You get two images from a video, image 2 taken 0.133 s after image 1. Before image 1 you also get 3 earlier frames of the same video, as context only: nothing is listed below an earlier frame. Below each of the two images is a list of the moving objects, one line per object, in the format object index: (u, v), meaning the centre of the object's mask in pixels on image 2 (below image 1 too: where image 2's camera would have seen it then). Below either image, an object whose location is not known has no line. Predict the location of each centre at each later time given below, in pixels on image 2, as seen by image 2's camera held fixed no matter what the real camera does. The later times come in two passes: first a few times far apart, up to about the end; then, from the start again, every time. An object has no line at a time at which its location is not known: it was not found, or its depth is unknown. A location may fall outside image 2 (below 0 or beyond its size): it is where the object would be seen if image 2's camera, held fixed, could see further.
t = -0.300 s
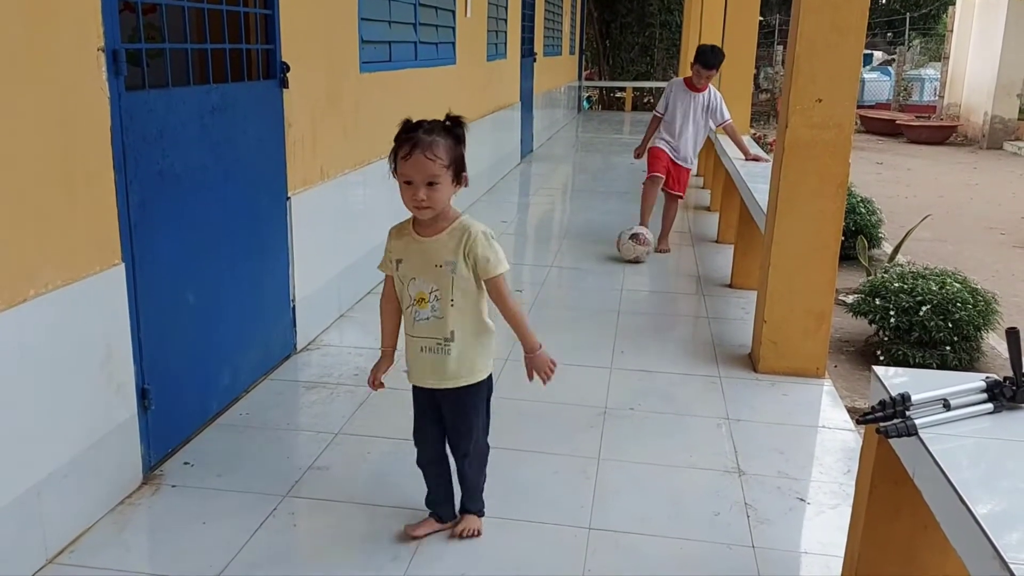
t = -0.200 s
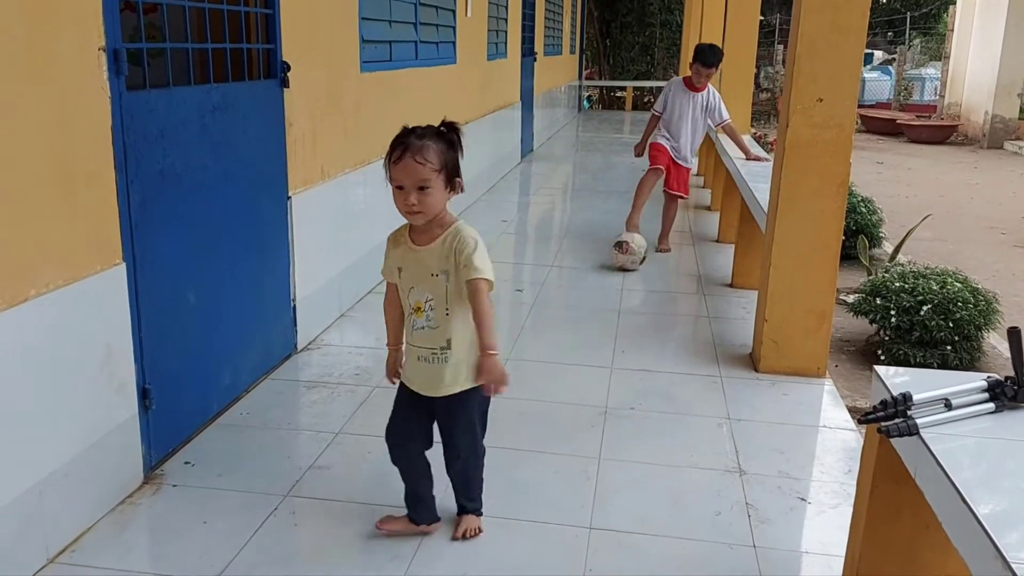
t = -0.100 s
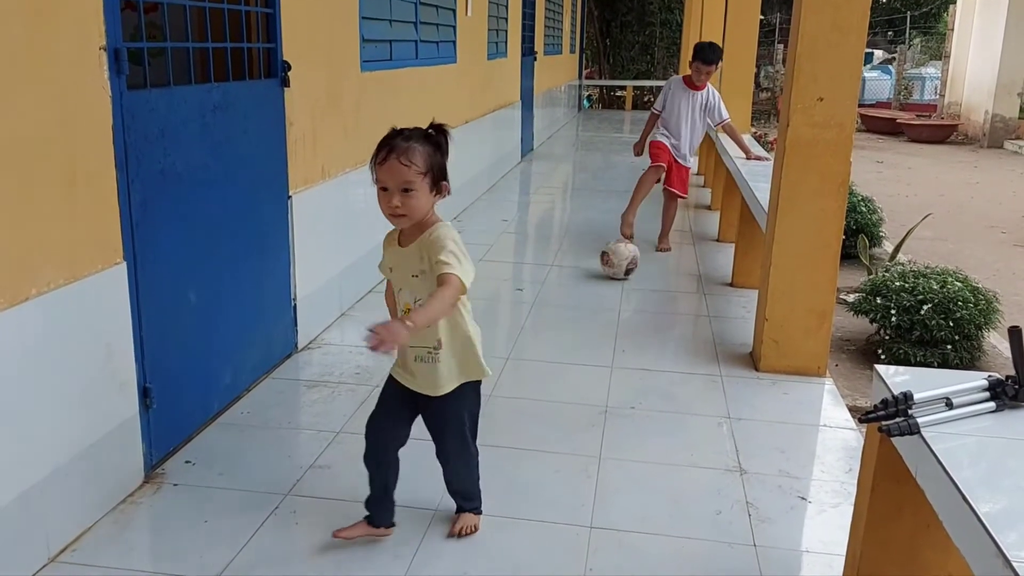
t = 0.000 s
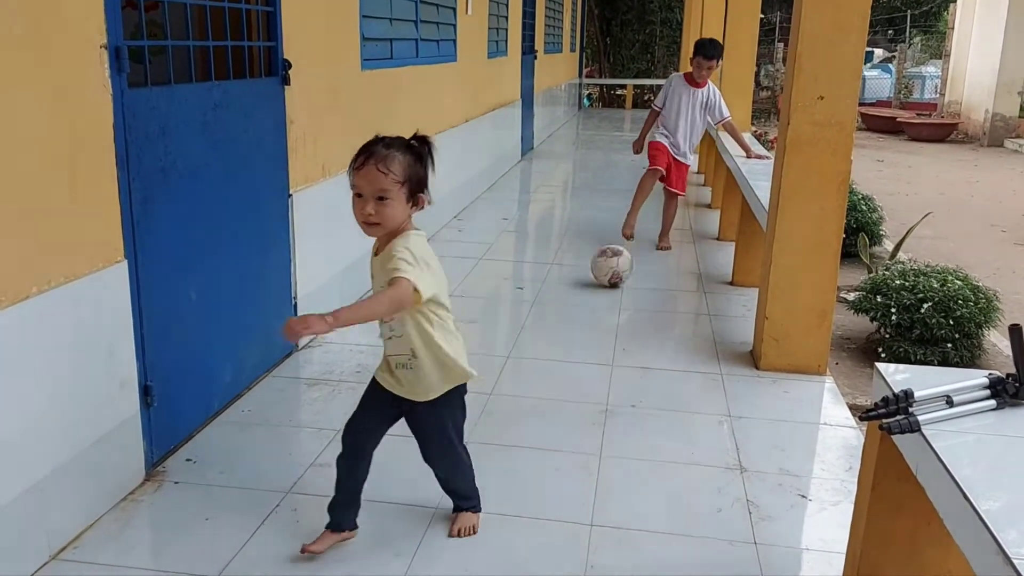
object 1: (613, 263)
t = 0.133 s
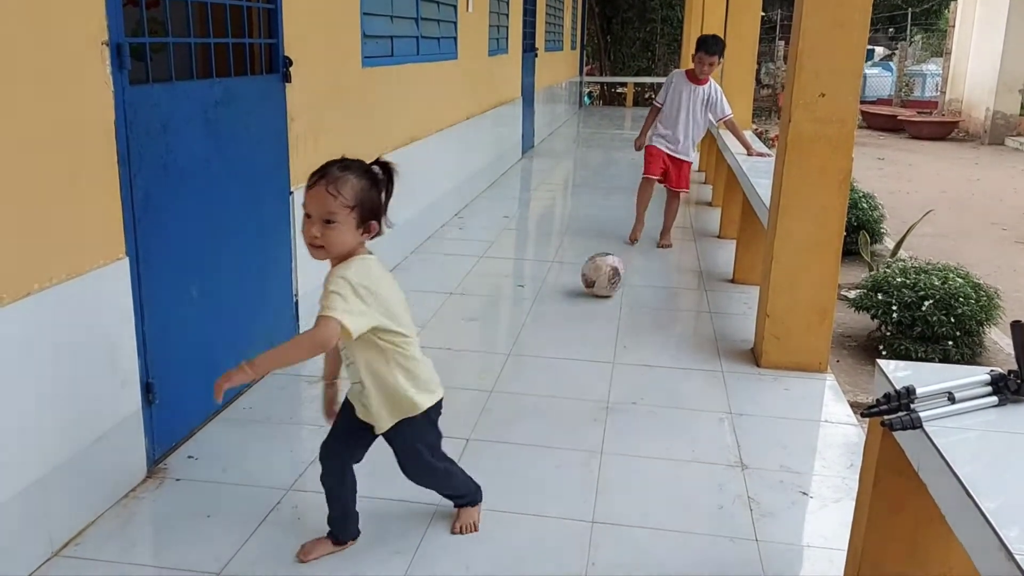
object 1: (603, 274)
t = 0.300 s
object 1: (592, 287)
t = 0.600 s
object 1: (574, 311)
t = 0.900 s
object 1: (558, 337)
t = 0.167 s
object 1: (601, 277)
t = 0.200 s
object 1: (598, 280)
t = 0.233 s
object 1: (596, 282)
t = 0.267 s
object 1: (594, 284)
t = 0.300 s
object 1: (592, 287)
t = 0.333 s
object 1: (590, 289)
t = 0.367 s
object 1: (588, 292)
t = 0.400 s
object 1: (586, 294)
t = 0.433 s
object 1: (584, 296)
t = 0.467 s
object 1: (582, 300)
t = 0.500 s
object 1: (579, 302)
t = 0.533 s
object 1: (577, 306)
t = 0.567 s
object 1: (575, 308)
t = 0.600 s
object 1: (574, 311)
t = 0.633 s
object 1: (572, 313)
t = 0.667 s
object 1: (571, 317)
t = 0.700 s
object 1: (569, 319)
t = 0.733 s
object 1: (567, 322)
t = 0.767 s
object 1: (565, 325)
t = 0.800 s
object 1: (563, 328)
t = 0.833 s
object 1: (562, 332)
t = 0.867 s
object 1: (560, 334)
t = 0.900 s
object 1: (558, 337)
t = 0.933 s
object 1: (557, 342)
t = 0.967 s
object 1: (555, 344)
